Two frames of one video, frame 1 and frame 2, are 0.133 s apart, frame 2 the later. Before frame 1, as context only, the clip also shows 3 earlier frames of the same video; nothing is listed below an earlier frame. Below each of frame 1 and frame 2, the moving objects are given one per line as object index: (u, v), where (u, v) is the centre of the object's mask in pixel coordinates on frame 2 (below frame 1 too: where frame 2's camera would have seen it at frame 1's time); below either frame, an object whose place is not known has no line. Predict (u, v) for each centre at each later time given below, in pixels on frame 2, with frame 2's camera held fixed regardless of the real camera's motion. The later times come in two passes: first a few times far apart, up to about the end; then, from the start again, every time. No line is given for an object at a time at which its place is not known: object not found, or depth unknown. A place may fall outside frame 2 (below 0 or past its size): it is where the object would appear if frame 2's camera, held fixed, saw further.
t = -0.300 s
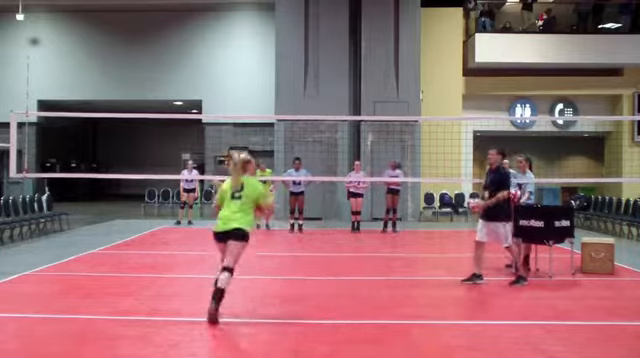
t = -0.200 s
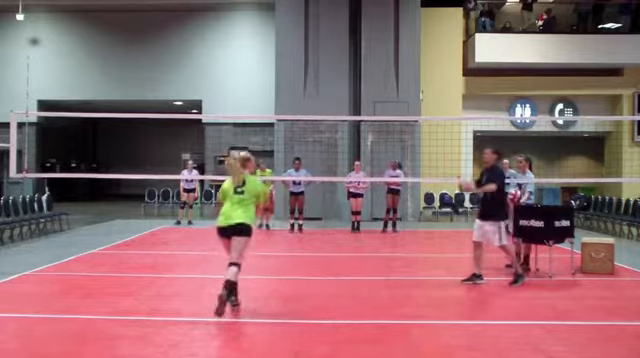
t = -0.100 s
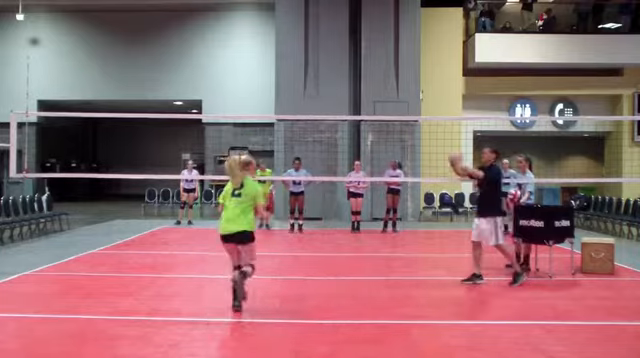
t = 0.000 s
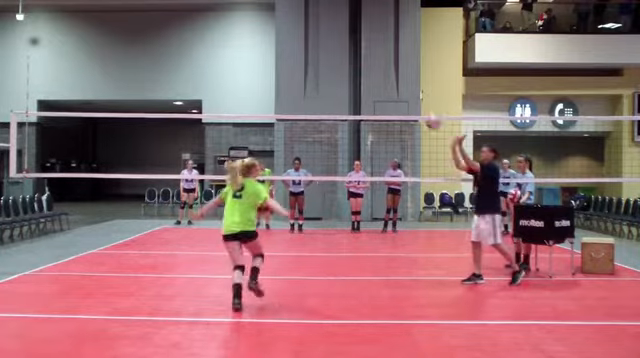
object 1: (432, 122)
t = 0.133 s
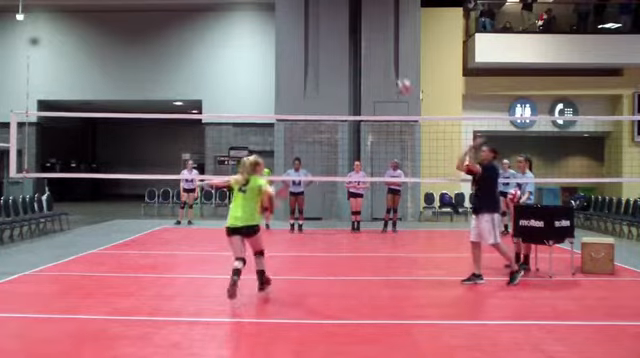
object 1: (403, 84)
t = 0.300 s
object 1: (366, 58)
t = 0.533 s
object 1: (317, 59)
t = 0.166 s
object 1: (397, 77)
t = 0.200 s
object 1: (388, 71)
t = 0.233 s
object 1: (382, 66)
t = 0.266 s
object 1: (375, 63)
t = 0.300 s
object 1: (366, 58)
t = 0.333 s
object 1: (360, 57)
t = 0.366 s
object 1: (353, 56)
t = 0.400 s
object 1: (346, 55)
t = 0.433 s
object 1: (339, 53)
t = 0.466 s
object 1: (331, 54)
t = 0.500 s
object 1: (325, 56)
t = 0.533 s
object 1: (317, 59)
